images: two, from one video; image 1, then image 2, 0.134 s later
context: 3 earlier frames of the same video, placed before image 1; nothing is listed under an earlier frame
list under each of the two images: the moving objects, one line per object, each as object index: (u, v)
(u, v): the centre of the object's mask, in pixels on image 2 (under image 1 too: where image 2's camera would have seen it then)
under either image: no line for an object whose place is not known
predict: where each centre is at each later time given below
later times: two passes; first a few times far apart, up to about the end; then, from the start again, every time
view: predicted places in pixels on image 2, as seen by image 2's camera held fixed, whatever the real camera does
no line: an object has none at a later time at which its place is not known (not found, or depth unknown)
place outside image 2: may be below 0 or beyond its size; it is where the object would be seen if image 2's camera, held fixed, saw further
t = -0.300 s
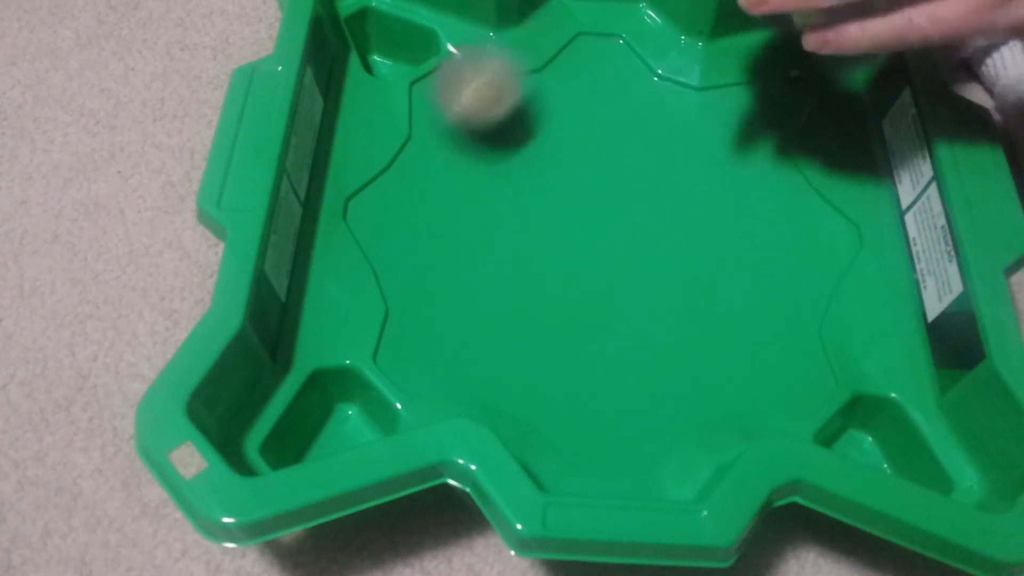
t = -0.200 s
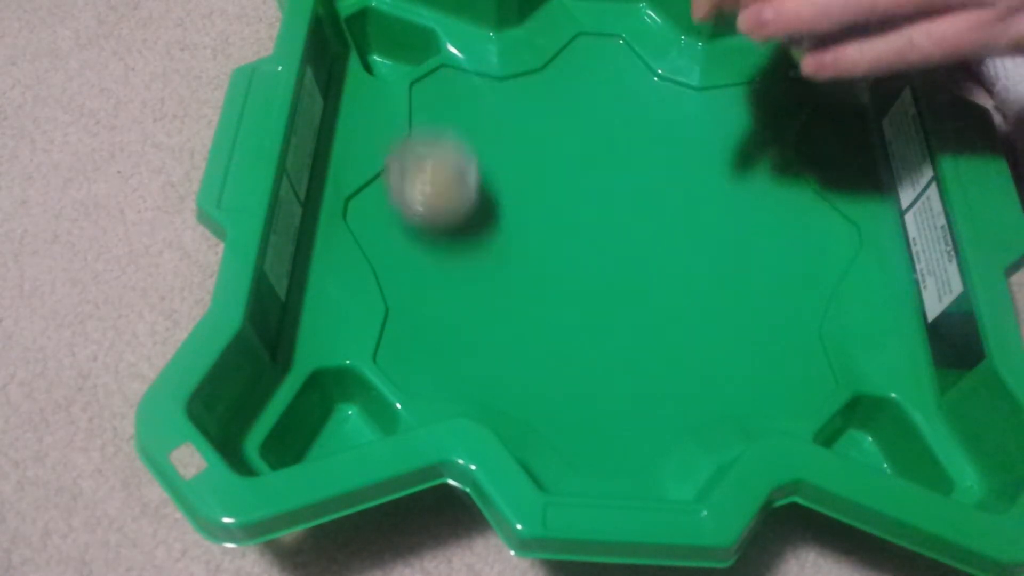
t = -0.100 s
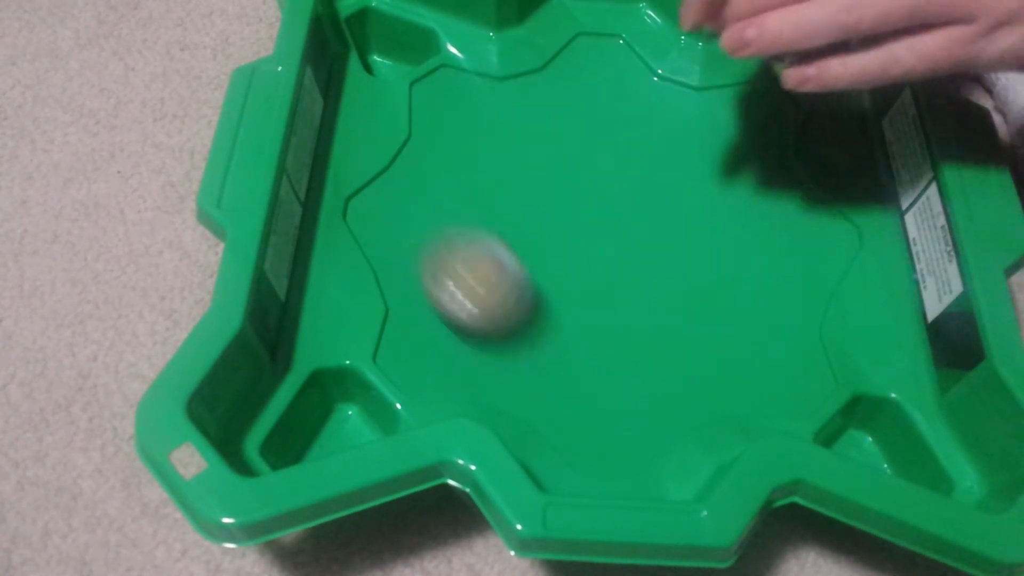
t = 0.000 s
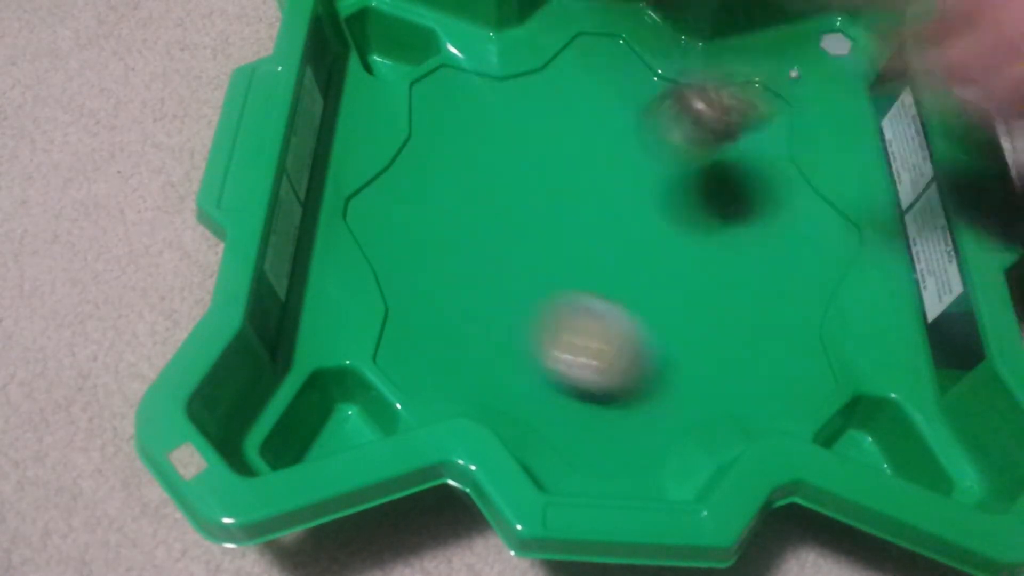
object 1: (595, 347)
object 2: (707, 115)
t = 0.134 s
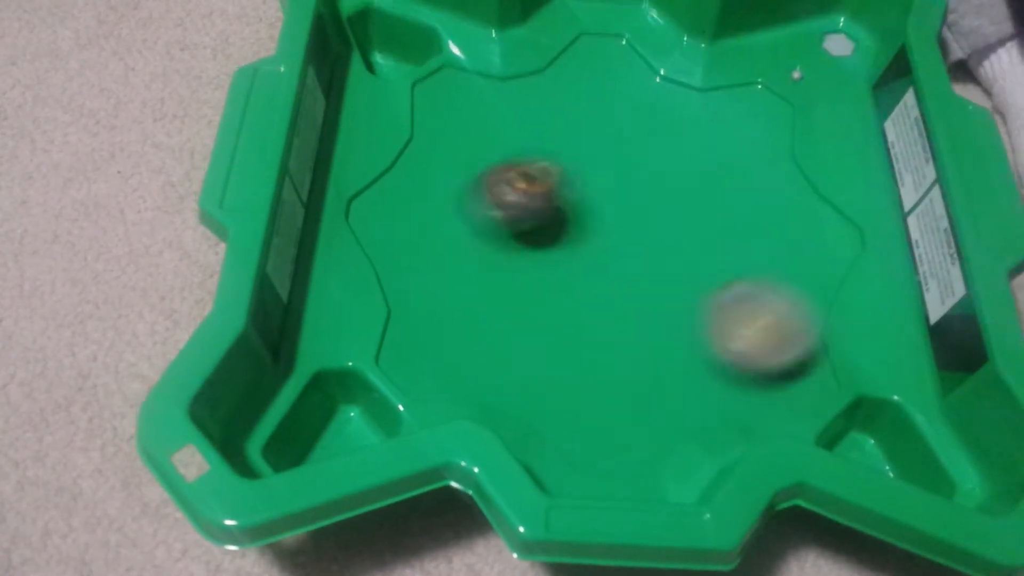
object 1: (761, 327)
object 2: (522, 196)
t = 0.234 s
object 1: (830, 258)
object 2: (434, 201)
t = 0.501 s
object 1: (674, 94)
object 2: (455, 181)
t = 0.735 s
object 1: (523, 125)
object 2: (533, 218)
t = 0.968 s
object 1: (527, 190)
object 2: (570, 326)
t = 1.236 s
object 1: (641, 227)
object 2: (633, 338)
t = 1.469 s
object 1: (679, 176)
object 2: (673, 285)
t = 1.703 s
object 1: (628, 136)
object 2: (664, 229)
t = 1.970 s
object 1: (541, 151)
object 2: (619, 215)
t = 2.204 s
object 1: (501, 196)
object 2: (608, 256)
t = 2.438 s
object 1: (503, 207)
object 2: (647, 322)
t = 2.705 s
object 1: (540, 211)
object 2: (667, 337)
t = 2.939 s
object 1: (586, 200)
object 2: (659, 291)
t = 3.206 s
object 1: (587, 133)
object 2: (629, 252)
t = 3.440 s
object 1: (547, 89)
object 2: (582, 224)
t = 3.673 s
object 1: (543, 112)
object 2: (549, 225)
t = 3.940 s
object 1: (567, 89)
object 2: (559, 304)
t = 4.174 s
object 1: (619, 140)
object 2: (598, 312)
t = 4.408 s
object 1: (707, 182)
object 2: (639, 275)
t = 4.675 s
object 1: (773, 195)
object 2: (642, 205)
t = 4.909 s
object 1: (755, 211)
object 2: (610, 161)
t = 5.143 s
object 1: (692, 257)
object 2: (570, 160)
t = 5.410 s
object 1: (629, 317)
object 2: (558, 207)
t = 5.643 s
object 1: (598, 339)
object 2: (597, 255)
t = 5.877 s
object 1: (559, 364)
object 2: (671, 228)
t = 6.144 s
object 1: (555, 313)
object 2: (704, 177)
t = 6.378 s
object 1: (531, 232)
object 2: (668, 160)
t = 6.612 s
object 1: (506, 172)
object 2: (611, 183)
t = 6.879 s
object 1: (507, 139)
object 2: (595, 247)
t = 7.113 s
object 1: (562, 142)
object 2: (620, 292)
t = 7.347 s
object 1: (636, 152)
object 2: (657, 295)
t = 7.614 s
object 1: (704, 169)
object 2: (661, 253)
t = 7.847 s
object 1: (754, 143)
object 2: (576, 272)
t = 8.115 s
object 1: (712, 183)
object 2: (533, 279)
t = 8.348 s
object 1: (659, 251)
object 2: (546, 271)
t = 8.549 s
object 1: (689, 305)
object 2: (510, 238)
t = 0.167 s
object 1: (792, 308)
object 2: (491, 195)
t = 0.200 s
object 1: (815, 284)
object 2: (462, 192)
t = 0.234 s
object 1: (830, 258)
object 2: (434, 201)
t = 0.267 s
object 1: (836, 227)
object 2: (417, 197)
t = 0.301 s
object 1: (834, 198)
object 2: (405, 195)
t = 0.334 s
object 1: (818, 173)
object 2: (401, 194)
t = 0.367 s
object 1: (793, 154)
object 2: (404, 192)
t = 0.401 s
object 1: (765, 136)
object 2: (413, 189)
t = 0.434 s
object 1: (738, 118)
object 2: (424, 185)
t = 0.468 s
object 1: (706, 103)
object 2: (438, 181)
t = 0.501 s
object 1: (674, 94)
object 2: (455, 181)
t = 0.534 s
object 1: (642, 91)
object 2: (474, 182)
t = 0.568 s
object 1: (608, 92)
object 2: (490, 179)
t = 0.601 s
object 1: (577, 100)
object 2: (506, 177)
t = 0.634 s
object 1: (556, 104)
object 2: (514, 184)
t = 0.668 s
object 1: (544, 106)
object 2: (519, 196)
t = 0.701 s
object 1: (533, 112)
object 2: (526, 207)
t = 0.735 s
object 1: (523, 125)
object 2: (533, 218)
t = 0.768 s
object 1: (520, 126)
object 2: (538, 242)
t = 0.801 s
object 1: (518, 129)
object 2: (544, 264)
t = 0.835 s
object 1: (516, 136)
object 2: (551, 283)
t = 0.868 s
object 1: (515, 147)
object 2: (557, 297)
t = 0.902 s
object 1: (516, 161)
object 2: (562, 308)
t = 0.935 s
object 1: (520, 177)
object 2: (566, 318)
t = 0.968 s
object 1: (527, 190)
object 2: (570, 326)
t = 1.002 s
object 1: (537, 202)
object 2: (576, 332)
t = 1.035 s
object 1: (550, 213)
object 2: (582, 337)
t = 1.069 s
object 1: (565, 222)
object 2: (590, 341)
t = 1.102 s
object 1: (580, 228)
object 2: (599, 343)
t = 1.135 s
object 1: (597, 231)
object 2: (607, 344)
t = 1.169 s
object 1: (613, 232)
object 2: (615, 344)
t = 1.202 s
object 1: (628, 231)
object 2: (624, 342)
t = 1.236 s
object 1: (641, 227)
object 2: (633, 338)
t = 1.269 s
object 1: (653, 222)
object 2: (641, 334)
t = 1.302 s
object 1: (662, 215)
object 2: (648, 328)
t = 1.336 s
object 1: (670, 207)
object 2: (655, 321)
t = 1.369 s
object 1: (676, 200)
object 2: (661, 313)
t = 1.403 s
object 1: (679, 191)
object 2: (667, 304)
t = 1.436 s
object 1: (680, 183)
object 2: (671, 294)
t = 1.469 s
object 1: (679, 176)
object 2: (673, 285)
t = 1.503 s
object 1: (676, 170)
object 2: (675, 274)
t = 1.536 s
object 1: (671, 166)
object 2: (676, 262)
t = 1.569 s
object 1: (665, 162)
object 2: (675, 252)
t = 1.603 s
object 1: (658, 156)
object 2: (674, 246)
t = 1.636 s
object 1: (648, 146)
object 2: (673, 243)
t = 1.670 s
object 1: (639, 139)
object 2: (669, 237)
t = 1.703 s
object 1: (628, 136)
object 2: (664, 229)
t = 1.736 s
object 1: (617, 135)
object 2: (657, 222)
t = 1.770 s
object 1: (604, 135)
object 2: (654, 218)
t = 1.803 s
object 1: (591, 132)
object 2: (650, 216)
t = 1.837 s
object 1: (579, 133)
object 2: (643, 214)
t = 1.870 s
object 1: (568, 137)
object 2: (636, 211)
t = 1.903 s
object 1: (559, 141)
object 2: (630, 211)
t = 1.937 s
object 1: (549, 145)
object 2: (626, 213)
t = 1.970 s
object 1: (541, 151)
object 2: (619, 215)
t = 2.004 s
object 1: (530, 156)
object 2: (617, 219)
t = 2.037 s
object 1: (522, 162)
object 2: (614, 223)
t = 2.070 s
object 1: (517, 170)
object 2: (609, 227)
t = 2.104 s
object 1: (513, 179)
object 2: (606, 231)
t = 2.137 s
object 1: (507, 183)
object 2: (608, 240)
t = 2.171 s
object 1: (502, 188)
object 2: (609, 249)
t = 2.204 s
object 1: (501, 196)
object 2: (608, 256)
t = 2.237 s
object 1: (502, 204)
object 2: (608, 263)
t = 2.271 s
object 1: (506, 213)
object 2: (608, 269)
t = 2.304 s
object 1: (512, 222)
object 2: (609, 275)
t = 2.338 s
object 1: (512, 222)
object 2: (617, 286)
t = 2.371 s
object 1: (506, 216)
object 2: (631, 302)
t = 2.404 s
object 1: (503, 210)
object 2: (641, 313)
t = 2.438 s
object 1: (503, 207)
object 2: (647, 322)
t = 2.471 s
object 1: (504, 206)
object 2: (650, 329)
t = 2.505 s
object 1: (507, 206)
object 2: (653, 334)
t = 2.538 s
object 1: (511, 207)
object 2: (656, 338)
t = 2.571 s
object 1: (516, 208)
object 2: (659, 340)
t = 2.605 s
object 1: (521, 209)
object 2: (661, 341)
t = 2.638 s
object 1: (527, 210)
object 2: (664, 341)
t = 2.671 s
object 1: (533, 211)
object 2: (666, 339)
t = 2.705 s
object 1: (540, 211)
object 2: (667, 337)
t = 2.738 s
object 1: (547, 211)
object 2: (667, 333)
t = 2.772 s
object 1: (554, 210)
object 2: (668, 328)
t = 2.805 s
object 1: (561, 209)
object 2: (667, 322)
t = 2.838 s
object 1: (567, 208)
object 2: (666, 315)
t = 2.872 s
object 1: (575, 206)
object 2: (664, 308)
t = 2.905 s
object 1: (580, 204)
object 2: (662, 300)
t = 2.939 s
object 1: (586, 200)
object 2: (659, 291)
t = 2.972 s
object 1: (592, 198)
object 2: (656, 283)
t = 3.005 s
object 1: (596, 195)
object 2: (652, 274)
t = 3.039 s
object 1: (597, 189)
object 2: (650, 269)
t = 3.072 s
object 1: (598, 179)
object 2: (646, 263)
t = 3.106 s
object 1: (598, 172)
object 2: (641, 256)
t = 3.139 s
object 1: (597, 164)
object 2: (637, 253)
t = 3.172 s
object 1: (592, 147)
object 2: (634, 254)
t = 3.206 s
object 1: (587, 133)
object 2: (629, 252)
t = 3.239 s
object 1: (581, 120)
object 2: (623, 248)
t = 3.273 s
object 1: (576, 110)
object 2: (615, 245)
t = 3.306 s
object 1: (570, 102)
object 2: (608, 240)
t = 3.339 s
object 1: (564, 96)
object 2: (601, 236)
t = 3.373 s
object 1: (559, 92)
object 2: (595, 231)
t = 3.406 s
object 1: (553, 90)
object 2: (588, 228)
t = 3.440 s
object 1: (547, 89)
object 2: (582, 224)
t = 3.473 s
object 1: (542, 89)
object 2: (575, 220)
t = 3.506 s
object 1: (538, 92)
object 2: (570, 217)
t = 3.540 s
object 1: (535, 96)
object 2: (564, 214)
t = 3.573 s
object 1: (534, 103)
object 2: (559, 212)
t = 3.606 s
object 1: (535, 111)
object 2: (555, 210)
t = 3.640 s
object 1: (538, 118)
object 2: (551, 210)
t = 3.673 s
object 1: (543, 112)
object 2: (549, 225)
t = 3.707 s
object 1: (547, 98)
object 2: (550, 243)
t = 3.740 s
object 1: (552, 90)
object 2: (551, 259)
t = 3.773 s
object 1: (556, 85)
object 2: (553, 272)
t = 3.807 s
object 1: (558, 81)
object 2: (555, 281)
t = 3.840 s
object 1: (560, 80)
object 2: (555, 288)
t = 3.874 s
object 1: (562, 81)
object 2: (556, 294)
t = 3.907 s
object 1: (564, 84)
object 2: (557, 299)
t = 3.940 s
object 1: (567, 89)
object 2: (559, 304)
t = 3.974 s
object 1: (571, 94)
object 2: (563, 308)
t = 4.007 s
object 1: (577, 100)
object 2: (567, 311)
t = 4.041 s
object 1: (583, 108)
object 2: (572, 313)
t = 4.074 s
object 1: (591, 116)
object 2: (577, 315)
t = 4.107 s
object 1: (599, 124)
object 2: (584, 314)
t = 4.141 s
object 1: (609, 132)
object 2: (591, 314)
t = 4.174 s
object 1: (619, 140)
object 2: (598, 312)
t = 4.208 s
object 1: (631, 150)
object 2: (604, 310)
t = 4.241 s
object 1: (644, 157)
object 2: (611, 306)
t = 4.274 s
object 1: (655, 163)
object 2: (618, 301)
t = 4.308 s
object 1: (669, 169)
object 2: (624, 296)
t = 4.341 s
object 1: (681, 174)
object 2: (629, 290)
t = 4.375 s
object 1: (694, 178)
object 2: (634, 283)
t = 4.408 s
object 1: (707, 182)
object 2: (639, 275)
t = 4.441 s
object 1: (719, 185)
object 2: (642, 267)
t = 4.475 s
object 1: (730, 187)
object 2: (645, 259)
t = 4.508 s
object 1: (741, 190)
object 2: (647, 250)
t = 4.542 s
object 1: (750, 191)
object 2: (647, 241)
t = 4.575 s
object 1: (758, 193)
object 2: (647, 232)
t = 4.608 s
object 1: (765, 194)
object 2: (647, 223)
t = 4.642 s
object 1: (770, 194)
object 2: (645, 214)
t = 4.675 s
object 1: (773, 195)
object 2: (642, 205)
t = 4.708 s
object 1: (774, 197)
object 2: (639, 197)
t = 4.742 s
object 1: (774, 198)
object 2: (635, 189)
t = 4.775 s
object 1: (773, 199)
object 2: (631, 182)
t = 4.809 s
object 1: (771, 201)
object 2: (626, 176)
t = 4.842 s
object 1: (766, 204)
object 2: (621, 170)
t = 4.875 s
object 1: (761, 207)
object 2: (615, 165)
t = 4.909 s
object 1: (755, 211)
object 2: (610, 161)
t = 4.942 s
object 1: (747, 216)
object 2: (603, 158)
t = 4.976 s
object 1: (739, 222)
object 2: (598, 156)
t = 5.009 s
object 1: (731, 228)
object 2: (592, 155)
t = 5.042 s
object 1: (721, 234)
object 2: (586, 154)
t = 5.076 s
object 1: (711, 241)
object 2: (580, 155)
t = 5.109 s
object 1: (702, 249)
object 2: (575, 157)
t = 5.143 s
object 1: (692, 257)
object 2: (570, 160)
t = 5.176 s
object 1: (683, 264)
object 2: (566, 163)
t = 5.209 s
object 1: (674, 273)
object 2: (562, 168)
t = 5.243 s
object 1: (665, 281)
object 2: (559, 173)
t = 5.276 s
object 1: (657, 289)
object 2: (557, 179)
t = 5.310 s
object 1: (649, 297)
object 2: (556, 185)
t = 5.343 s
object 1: (642, 304)
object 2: (556, 192)
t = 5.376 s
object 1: (635, 311)
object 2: (556, 199)
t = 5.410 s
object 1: (629, 317)
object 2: (558, 207)
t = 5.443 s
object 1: (623, 323)
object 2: (561, 215)
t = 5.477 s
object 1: (617, 328)
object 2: (565, 223)
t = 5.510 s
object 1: (613, 332)
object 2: (569, 231)
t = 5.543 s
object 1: (608, 335)
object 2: (575, 238)
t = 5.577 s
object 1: (604, 337)
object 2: (581, 244)
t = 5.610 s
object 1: (601, 338)
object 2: (589, 250)
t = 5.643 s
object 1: (598, 339)
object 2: (597, 255)
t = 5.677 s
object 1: (594, 340)
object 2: (606, 259)
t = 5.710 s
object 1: (590, 339)
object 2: (615, 263)
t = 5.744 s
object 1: (579, 351)
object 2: (628, 257)
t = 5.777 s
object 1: (571, 358)
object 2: (639, 248)
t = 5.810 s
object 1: (564, 363)
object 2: (650, 241)
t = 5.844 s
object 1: (561, 364)
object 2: (661, 234)
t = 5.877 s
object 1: (559, 364)
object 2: (671, 228)
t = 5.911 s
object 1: (558, 362)
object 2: (679, 222)
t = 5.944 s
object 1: (558, 358)
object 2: (686, 215)
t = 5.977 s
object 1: (558, 354)
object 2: (693, 209)
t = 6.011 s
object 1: (558, 347)
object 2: (698, 202)
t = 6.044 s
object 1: (557, 340)
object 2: (701, 195)
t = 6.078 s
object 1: (557, 332)
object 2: (704, 189)
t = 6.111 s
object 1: (556, 322)
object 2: (705, 183)
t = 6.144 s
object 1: (555, 313)
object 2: (704, 177)
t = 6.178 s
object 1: (553, 302)
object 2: (702, 173)
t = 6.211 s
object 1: (550, 290)
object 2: (698, 169)
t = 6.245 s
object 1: (547, 279)
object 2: (694, 165)
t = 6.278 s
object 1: (543, 266)
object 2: (689, 163)
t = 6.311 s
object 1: (539, 255)
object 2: (682, 161)
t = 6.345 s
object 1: (535, 244)
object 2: (675, 160)
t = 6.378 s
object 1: (531, 232)
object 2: (668, 160)
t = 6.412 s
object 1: (528, 221)
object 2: (659, 160)
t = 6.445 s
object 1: (524, 211)
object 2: (650, 162)
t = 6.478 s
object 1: (521, 202)
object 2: (641, 164)
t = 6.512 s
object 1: (518, 194)
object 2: (632, 168)
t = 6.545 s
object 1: (516, 185)
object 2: (623, 172)
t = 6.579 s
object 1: (513, 179)
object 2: (615, 178)
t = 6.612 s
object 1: (506, 172)
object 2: (611, 183)
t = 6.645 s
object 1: (501, 164)
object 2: (608, 190)
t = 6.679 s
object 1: (498, 159)
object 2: (604, 197)
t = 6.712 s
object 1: (496, 154)
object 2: (601, 205)
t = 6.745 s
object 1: (496, 150)
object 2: (598, 213)
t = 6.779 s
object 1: (497, 146)
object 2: (596, 222)
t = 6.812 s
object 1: (499, 143)
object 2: (595, 230)
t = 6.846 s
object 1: (503, 141)
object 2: (595, 239)
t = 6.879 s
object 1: (507, 139)
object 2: (595, 247)
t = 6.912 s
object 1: (513, 139)
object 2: (596, 255)
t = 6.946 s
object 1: (519, 138)
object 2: (599, 262)
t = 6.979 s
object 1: (526, 138)
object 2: (601, 270)
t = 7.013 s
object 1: (535, 139)
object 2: (605, 276)
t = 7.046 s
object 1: (543, 140)
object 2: (610, 282)
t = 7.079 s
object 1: (552, 141)
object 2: (615, 287)
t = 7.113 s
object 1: (562, 142)
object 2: (620, 292)
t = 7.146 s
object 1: (572, 143)
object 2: (626, 295)
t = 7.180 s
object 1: (583, 144)
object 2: (631, 297)
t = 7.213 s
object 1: (593, 146)
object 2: (637, 299)
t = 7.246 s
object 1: (604, 147)
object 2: (642, 300)
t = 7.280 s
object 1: (615, 149)
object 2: (647, 299)
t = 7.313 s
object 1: (626, 151)
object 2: (652, 297)
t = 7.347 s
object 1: (636, 152)
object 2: (657, 295)
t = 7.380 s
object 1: (647, 153)
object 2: (660, 291)
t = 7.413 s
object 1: (656, 156)
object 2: (663, 287)
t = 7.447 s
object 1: (665, 158)
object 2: (665, 282)
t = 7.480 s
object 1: (675, 160)
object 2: (666, 277)
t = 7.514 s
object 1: (682, 162)
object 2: (666, 272)
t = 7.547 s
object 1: (690, 164)
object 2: (665, 265)
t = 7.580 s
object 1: (698, 167)
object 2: (664, 259)
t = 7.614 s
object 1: (704, 169)
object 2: (661, 253)
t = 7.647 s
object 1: (712, 169)
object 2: (655, 251)
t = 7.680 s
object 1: (728, 158)
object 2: (637, 259)
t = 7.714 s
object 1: (741, 152)
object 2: (622, 265)
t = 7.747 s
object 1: (748, 147)
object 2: (608, 269)
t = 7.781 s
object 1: (752, 145)
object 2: (595, 270)
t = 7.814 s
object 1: (754, 144)
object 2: (585, 271)
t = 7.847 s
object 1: (754, 143)
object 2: (576, 272)
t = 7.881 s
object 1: (753, 144)
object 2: (567, 273)
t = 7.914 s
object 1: (750, 146)
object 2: (559, 274)
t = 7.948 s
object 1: (746, 149)
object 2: (552, 275)
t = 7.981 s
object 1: (740, 155)
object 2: (546, 277)
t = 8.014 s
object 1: (734, 160)
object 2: (541, 277)
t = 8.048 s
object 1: (727, 167)
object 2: (538, 278)
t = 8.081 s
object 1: (720, 175)
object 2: (534, 279)
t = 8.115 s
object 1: (712, 183)
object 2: (533, 279)
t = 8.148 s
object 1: (705, 191)
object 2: (532, 279)
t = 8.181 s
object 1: (698, 202)
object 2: (533, 279)
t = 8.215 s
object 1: (691, 212)
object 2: (534, 279)
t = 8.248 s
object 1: (683, 222)
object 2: (536, 278)
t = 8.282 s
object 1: (675, 232)
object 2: (540, 277)
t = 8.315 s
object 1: (667, 242)
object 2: (543, 275)
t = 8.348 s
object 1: (659, 251)
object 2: (546, 271)
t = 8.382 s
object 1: (652, 259)
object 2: (551, 271)
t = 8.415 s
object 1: (664, 273)
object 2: (540, 265)
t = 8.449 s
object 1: (678, 283)
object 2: (526, 257)
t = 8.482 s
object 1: (685, 291)
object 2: (518, 250)
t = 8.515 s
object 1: (688, 299)
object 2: (513, 243)
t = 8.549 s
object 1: (689, 305)
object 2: (510, 238)
